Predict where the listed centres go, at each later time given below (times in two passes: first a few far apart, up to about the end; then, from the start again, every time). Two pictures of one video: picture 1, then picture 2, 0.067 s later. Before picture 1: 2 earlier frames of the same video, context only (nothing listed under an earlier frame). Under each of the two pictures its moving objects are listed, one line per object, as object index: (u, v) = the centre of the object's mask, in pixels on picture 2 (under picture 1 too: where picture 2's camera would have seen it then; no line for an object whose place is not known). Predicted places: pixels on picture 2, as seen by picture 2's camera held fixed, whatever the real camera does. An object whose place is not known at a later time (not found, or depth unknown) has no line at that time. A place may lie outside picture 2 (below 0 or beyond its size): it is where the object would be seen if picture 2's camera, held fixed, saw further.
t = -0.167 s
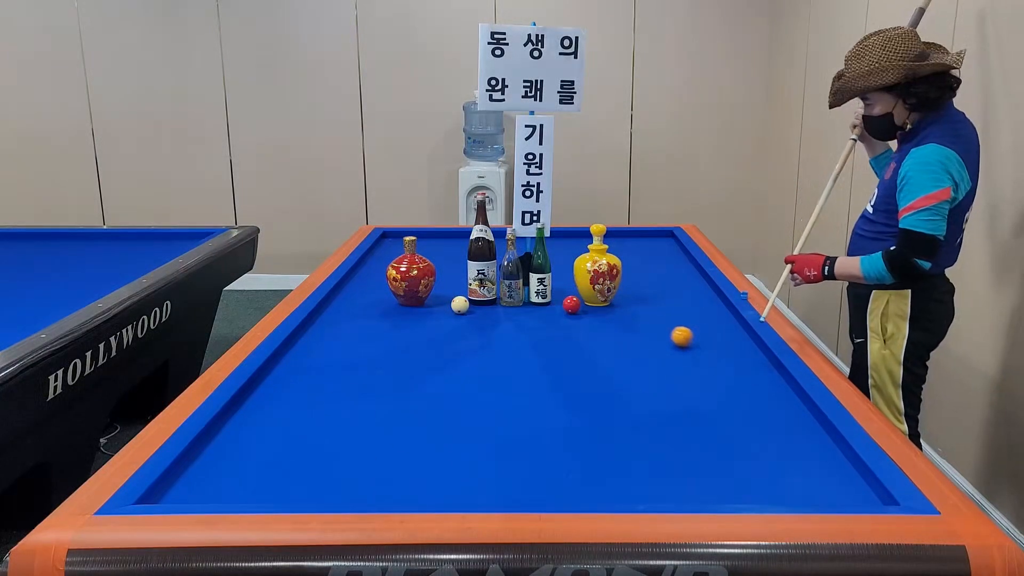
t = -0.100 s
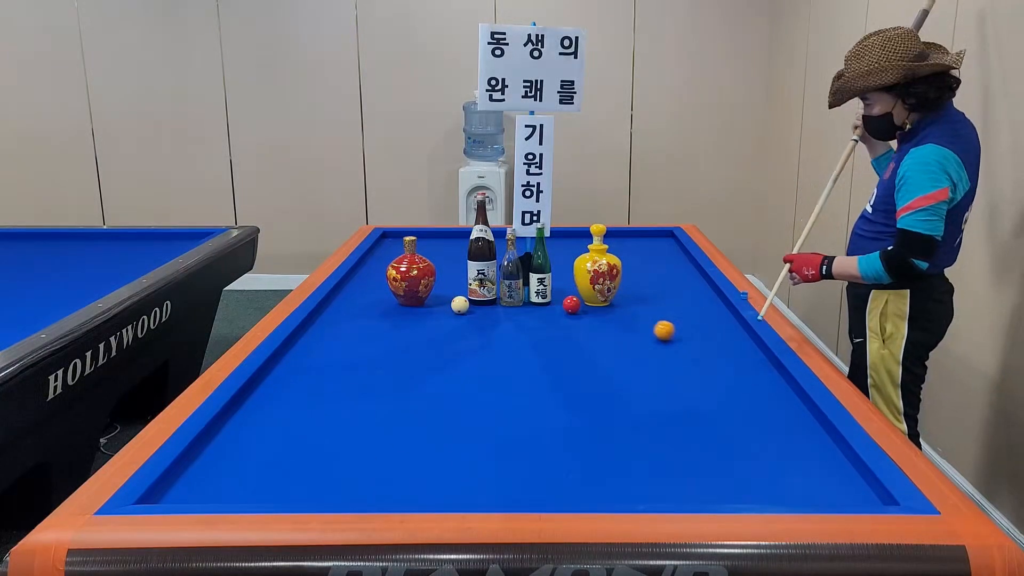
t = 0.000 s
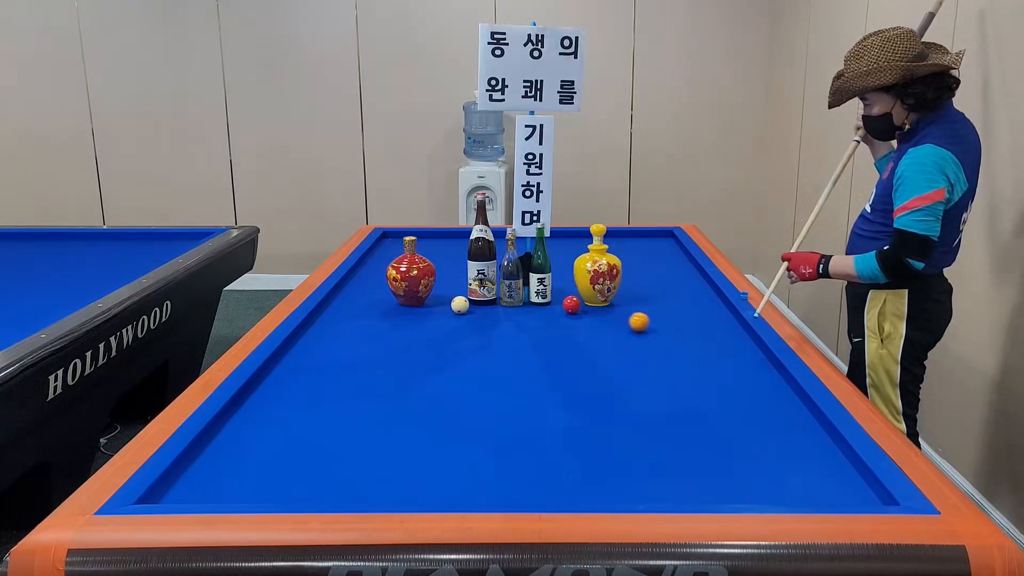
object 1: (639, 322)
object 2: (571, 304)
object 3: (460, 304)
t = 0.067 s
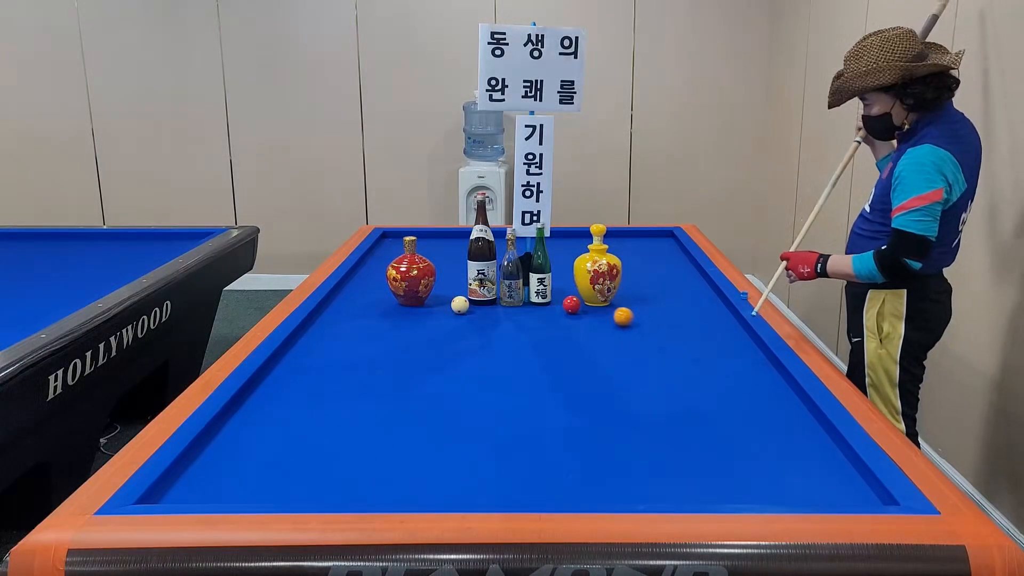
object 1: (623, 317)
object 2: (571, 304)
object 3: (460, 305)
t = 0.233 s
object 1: (589, 304)
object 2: (569, 304)
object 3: (460, 304)
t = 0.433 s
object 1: (568, 302)
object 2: (537, 303)
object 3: (460, 305)
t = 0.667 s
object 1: (536, 301)
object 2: (504, 302)
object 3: (460, 304)
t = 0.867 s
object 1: (513, 302)
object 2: (478, 300)
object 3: (460, 305)
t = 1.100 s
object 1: (492, 305)
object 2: (446, 298)
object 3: (460, 304)
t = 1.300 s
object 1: (473, 308)
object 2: (434, 299)
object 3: (458, 304)
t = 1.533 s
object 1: (459, 313)
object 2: (432, 301)
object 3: (452, 301)
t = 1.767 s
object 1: (445, 317)
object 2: (430, 303)
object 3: (448, 301)
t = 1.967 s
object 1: (432, 321)
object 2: (428, 305)
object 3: (444, 301)
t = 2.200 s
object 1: (417, 326)
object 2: (426, 307)
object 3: (440, 299)
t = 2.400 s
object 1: (405, 331)
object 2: (425, 308)
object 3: (437, 299)
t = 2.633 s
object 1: (391, 335)
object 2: (423, 309)
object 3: (434, 298)
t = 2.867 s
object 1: (376, 340)
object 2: (422, 310)
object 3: (434, 298)
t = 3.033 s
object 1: (366, 344)
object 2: (421, 311)
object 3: (433, 298)
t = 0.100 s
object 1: (616, 314)
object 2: (571, 304)
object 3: (460, 304)
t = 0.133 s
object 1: (608, 312)
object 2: (571, 304)
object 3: (460, 304)
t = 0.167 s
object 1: (601, 309)
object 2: (571, 304)
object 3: (460, 305)
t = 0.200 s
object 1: (594, 307)
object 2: (571, 304)
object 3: (460, 305)
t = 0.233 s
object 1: (589, 304)
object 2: (569, 304)
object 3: (460, 304)
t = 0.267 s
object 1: (589, 302)
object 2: (563, 304)
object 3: (460, 304)
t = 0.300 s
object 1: (586, 301)
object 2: (556, 304)
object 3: (460, 305)
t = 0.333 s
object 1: (581, 301)
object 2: (551, 304)
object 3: (460, 305)
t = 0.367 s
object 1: (577, 302)
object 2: (547, 303)
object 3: (460, 305)
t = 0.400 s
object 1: (572, 302)
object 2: (542, 303)
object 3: (460, 305)
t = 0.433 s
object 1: (568, 302)
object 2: (537, 303)
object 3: (460, 305)
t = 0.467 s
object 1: (563, 302)
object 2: (532, 303)
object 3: (460, 305)
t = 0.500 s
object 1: (559, 301)
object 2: (528, 303)
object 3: (460, 305)
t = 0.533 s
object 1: (555, 301)
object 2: (522, 302)
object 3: (460, 305)
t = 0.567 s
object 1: (550, 301)
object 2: (519, 303)
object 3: (460, 305)
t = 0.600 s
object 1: (545, 301)
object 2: (513, 302)
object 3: (460, 305)
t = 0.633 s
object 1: (541, 301)
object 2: (509, 302)
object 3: (460, 305)
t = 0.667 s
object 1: (536, 301)
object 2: (504, 302)
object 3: (460, 304)
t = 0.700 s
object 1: (532, 301)
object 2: (500, 301)
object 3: (460, 305)
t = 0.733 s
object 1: (528, 300)
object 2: (495, 301)
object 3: (460, 305)
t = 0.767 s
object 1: (523, 300)
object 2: (491, 301)
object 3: (460, 305)
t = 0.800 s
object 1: (520, 300)
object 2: (486, 300)
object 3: (460, 305)
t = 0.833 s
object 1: (517, 301)
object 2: (482, 301)
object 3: (460, 305)
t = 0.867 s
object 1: (513, 302)
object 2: (478, 300)
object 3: (460, 305)
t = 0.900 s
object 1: (510, 302)
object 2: (474, 299)
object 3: (460, 305)
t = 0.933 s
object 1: (507, 303)
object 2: (471, 298)
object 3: (460, 305)
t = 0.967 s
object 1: (504, 303)
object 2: (467, 296)
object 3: (460, 304)
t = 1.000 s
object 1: (501, 303)
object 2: (459, 294)
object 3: (460, 305)
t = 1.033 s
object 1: (498, 304)
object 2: (453, 296)
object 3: (460, 305)
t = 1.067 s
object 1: (495, 304)
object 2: (449, 297)
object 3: (460, 305)
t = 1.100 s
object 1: (492, 305)
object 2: (446, 298)
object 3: (460, 304)
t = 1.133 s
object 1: (489, 305)
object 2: (443, 299)
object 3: (460, 304)
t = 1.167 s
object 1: (486, 306)
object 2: (438, 299)
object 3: (460, 304)
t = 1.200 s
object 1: (482, 306)
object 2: (435, 298)
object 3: (460, 304)
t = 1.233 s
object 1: (479, 307)
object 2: (435, 298)
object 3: (460, 304)
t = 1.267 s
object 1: (476, 307)
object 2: (434, 299)
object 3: (460, 304)
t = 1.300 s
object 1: (473, 308)
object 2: (434, 299)
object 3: (458, 304)
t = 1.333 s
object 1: (471, 308)
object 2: (434, 299)
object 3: (457, 304)
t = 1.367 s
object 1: (470, 309)
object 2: (433, 300)
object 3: (456, 303)
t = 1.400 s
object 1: (467, 310)
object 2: (433, 300)
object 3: (455, 303)
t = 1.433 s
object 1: (465, 310)
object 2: (433, 300)
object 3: (454, 302)
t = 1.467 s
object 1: (463, 311)
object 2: (432, 301)
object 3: (453, 302)
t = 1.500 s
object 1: (461, 312)
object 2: (432, 301)
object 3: (452, 302)
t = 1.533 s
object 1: (459, 313)
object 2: (432, 301)
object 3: (452, 301)
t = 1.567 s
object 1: (457, 313)
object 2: (432, 301)
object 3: (451, 301)
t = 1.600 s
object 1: (455, 314)
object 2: (432, 302)
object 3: (451, 300)
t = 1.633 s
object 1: (453, 315)
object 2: (431, 302)
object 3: (450, 300)
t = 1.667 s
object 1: (451, 315)
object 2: (431, 302)
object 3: (450, 301)
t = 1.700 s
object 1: (449, 316)
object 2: (430, 303)
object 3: (449, 300)
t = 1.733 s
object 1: (447, 317)
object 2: (430, 303)
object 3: (448, 301)
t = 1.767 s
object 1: (445, 317)
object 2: (430, 303)
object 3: (448, 301)
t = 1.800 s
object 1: (442, 318)
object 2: (429, 303)
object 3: (447, 301)
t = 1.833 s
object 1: (440, 319)
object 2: (429, 304)
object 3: (447, 301)
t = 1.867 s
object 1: (438, 319)
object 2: (429, 304)
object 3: (446, 301)
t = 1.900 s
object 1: (436, 320)
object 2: (428, 304)
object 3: (445, 301)
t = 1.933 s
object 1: (434, 321)
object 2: (428, 304)
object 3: (444, 301)
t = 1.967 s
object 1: (432, 321)
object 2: (428, 305)
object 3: (444, 301)
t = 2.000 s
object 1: (430, 322)
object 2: (427, 304)
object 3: (443, 300)
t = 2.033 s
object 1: (428, 323)
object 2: (427, 305)
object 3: (443, 300)
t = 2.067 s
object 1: (426, 323)
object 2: (427, 305)
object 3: (442, 300)
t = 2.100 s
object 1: (424, 324)
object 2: (427, 306)
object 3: (442, 300)
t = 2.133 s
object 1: (422, 325)
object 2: (427, 306)
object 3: (441, 300)
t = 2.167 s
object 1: (420, 325)
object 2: (426, 306)
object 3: (441, 300)
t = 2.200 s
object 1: (417, 326)
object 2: (426, 307)
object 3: (440, 299)
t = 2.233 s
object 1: (415, 327)
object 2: (426, 307)
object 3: (440, 299)
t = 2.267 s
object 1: (413, 328)
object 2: (426, 307)
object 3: (439, 299)
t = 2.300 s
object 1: (411, 328)
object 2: (426, 307)
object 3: (439, 299)
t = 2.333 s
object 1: (409, 329)
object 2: (425, 307)
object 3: (438, 299)
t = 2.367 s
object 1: (407, 330)
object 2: (425, 308)
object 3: (437, 299)
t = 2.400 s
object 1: (405, 331)
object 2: (425, 308)
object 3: (437, 299)
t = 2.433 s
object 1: (403, 331)
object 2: (425, 308)
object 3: (437, 299)
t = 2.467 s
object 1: (401, 332)
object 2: (424, 308)
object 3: (436, 298)
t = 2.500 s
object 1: (399, 333)
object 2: (424, 308)
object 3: (436, 298)
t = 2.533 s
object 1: (397, 333)
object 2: (424, 309)
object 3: (435, 298)
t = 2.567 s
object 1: (395, 334)
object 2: (424, 309)
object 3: (435, 298)
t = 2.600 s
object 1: (393, 335)
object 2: (424, 309)
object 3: (434, 298)
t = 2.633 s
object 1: (391, 335)
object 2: (423, 309)
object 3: (434, 298)
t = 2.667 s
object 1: (388, 336)
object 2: (423, 309)
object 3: (434, 298)
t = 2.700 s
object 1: (386, 337)
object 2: (423, 309)
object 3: (434, 298)
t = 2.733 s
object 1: (384, 338)
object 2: (423, 309)
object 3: (434, 298)
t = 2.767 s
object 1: (382, 338)
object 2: (423, 310)
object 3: (434, 298)
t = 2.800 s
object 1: (380, 339)
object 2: (422, 310)
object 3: (434, 298)
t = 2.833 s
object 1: (378, 340)
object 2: (422, 310)
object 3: (434, 298)
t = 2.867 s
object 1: (376, 340)
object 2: (422, 310)
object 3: (434, 298)
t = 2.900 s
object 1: (374, 341)
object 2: (422, 310)
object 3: (434, 298)
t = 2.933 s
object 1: (372, 342)
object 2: (422, 310)
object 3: (434, 298)
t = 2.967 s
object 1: (370, 343)
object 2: (421, 311)
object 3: (434, 298)
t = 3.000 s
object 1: (368, 343)
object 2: (421, 311)
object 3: (434, 298)
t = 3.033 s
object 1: (366, 344)
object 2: (421, 311)
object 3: (433, 298)
